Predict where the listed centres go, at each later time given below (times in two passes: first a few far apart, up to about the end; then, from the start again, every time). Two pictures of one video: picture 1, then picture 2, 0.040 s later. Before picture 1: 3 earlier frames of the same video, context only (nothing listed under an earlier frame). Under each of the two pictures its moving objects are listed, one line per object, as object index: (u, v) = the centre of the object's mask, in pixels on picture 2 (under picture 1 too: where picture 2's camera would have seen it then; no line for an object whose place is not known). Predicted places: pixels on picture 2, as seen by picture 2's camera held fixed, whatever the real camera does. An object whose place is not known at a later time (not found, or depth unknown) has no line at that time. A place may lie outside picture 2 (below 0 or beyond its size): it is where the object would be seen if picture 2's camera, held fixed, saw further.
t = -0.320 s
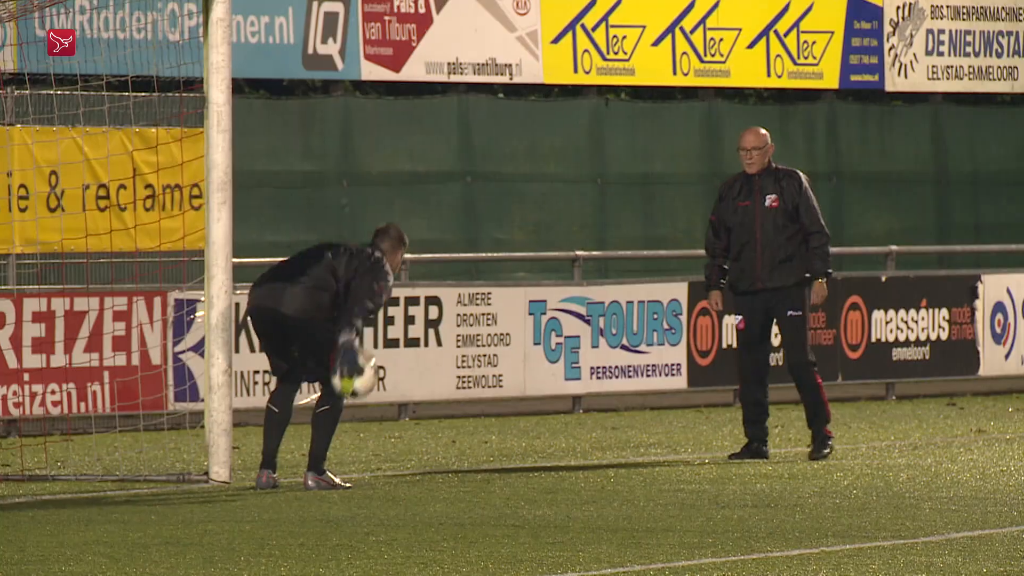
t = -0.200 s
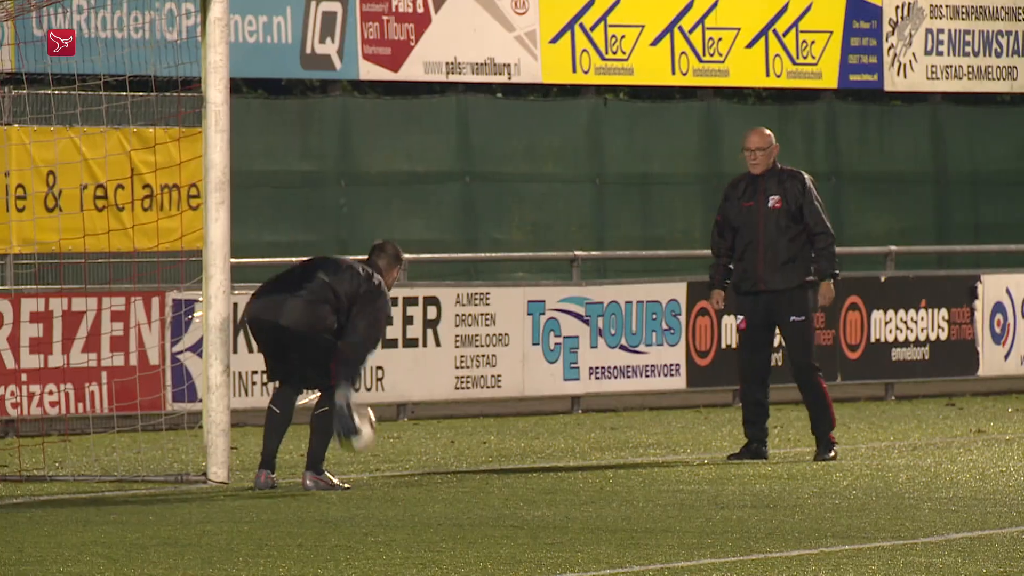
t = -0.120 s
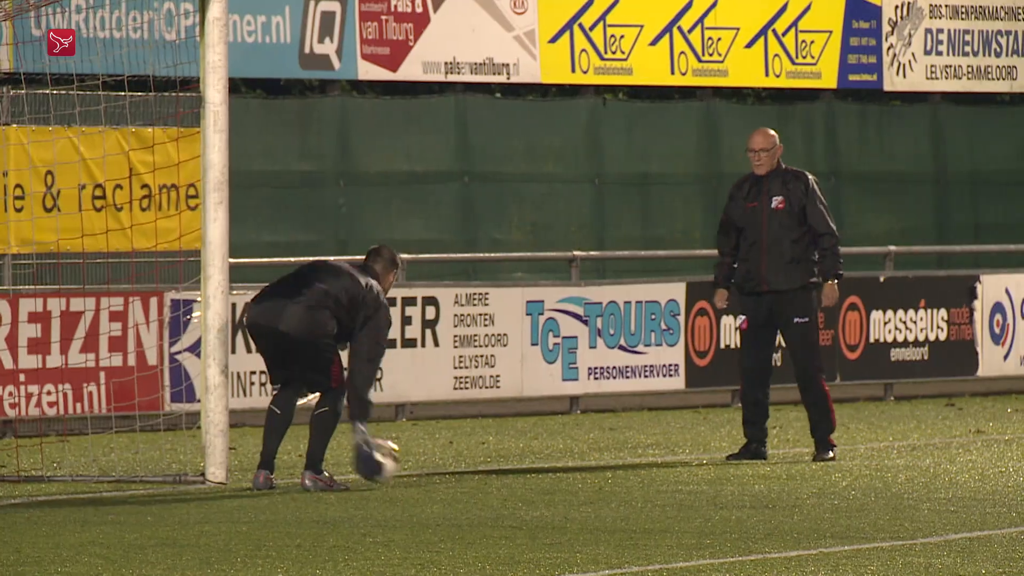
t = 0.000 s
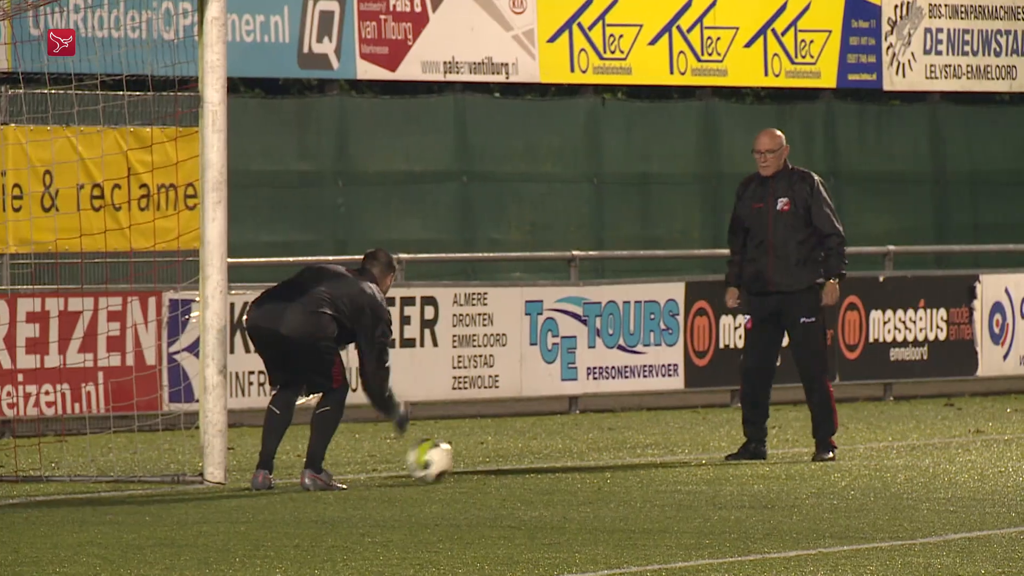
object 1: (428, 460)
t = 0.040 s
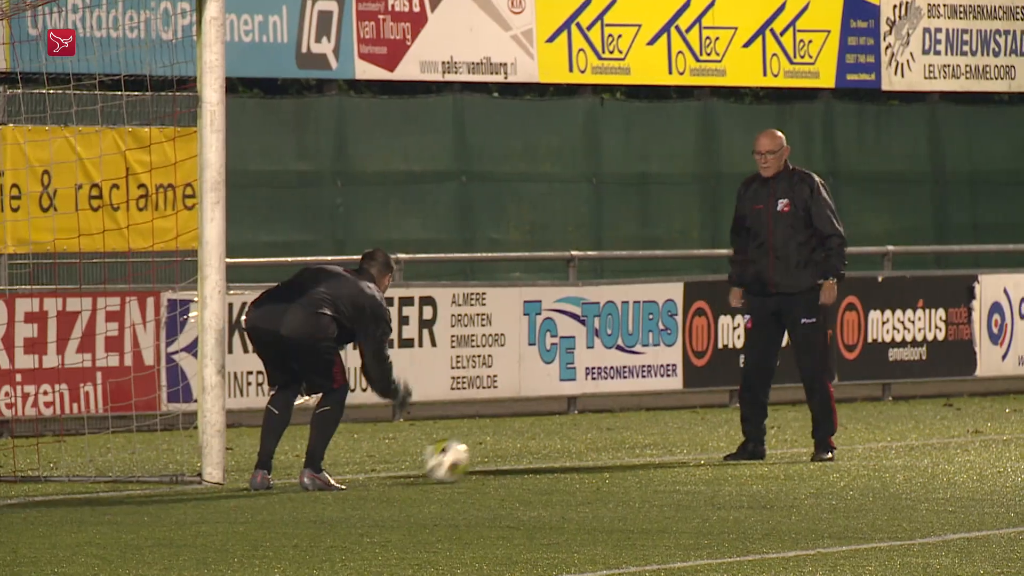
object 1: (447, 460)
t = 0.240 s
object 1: (523, 453)
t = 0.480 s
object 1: (595, 449)
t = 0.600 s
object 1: (628, 447)
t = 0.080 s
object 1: (463, 457)
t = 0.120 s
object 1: (479, 457)
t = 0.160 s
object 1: (495, 456)
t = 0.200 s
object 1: (509, 454)
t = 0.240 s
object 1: (523, 453)
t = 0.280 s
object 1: (538, 453)
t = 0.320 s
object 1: (550, 451)
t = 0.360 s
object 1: (562, 452)
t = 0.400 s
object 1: (573, 451)
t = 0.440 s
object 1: (584, 449)
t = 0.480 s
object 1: (595, 449)
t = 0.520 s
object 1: (606, 448)
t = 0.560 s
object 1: (615, 448)
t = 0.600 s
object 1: (628, 447)
